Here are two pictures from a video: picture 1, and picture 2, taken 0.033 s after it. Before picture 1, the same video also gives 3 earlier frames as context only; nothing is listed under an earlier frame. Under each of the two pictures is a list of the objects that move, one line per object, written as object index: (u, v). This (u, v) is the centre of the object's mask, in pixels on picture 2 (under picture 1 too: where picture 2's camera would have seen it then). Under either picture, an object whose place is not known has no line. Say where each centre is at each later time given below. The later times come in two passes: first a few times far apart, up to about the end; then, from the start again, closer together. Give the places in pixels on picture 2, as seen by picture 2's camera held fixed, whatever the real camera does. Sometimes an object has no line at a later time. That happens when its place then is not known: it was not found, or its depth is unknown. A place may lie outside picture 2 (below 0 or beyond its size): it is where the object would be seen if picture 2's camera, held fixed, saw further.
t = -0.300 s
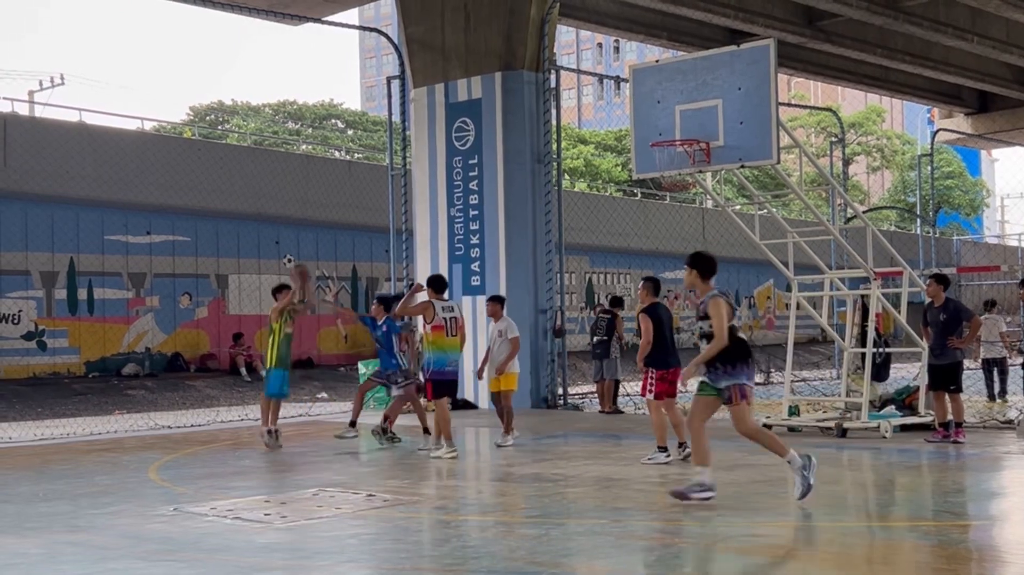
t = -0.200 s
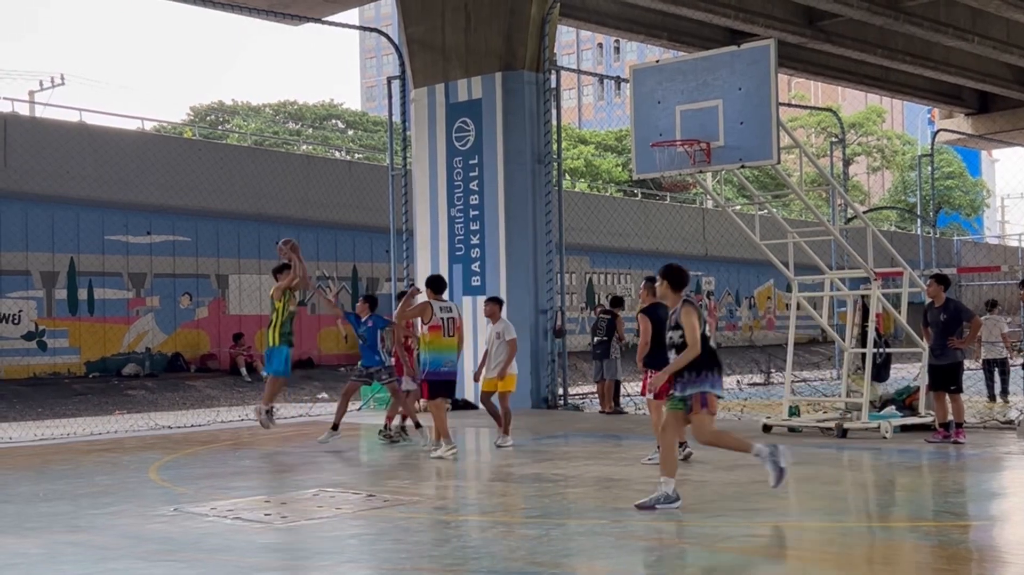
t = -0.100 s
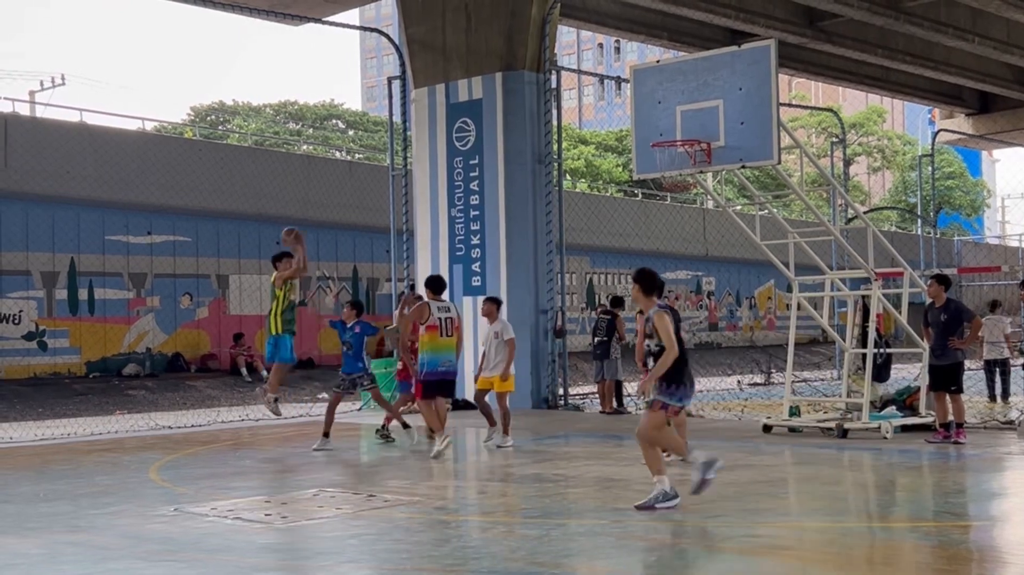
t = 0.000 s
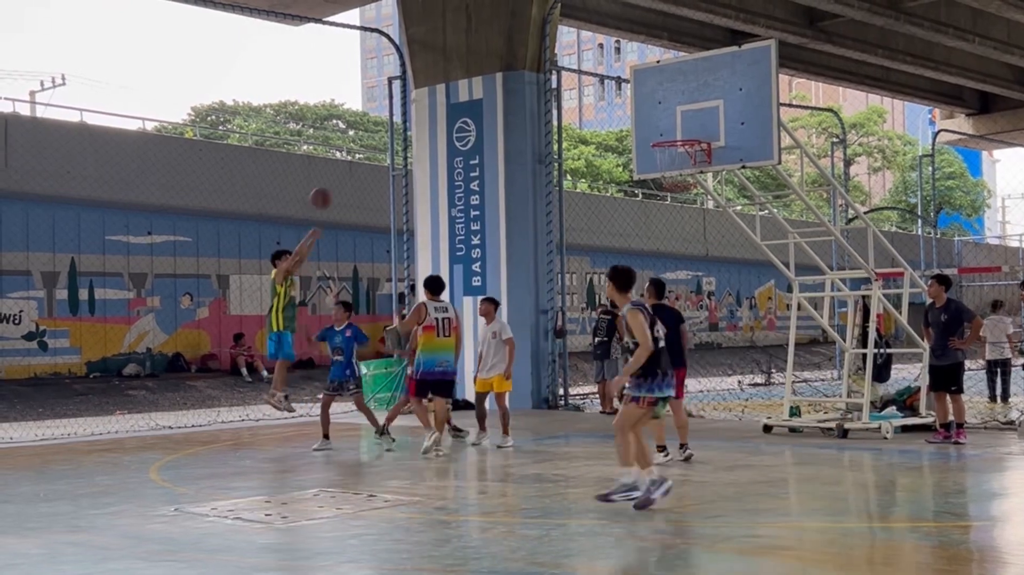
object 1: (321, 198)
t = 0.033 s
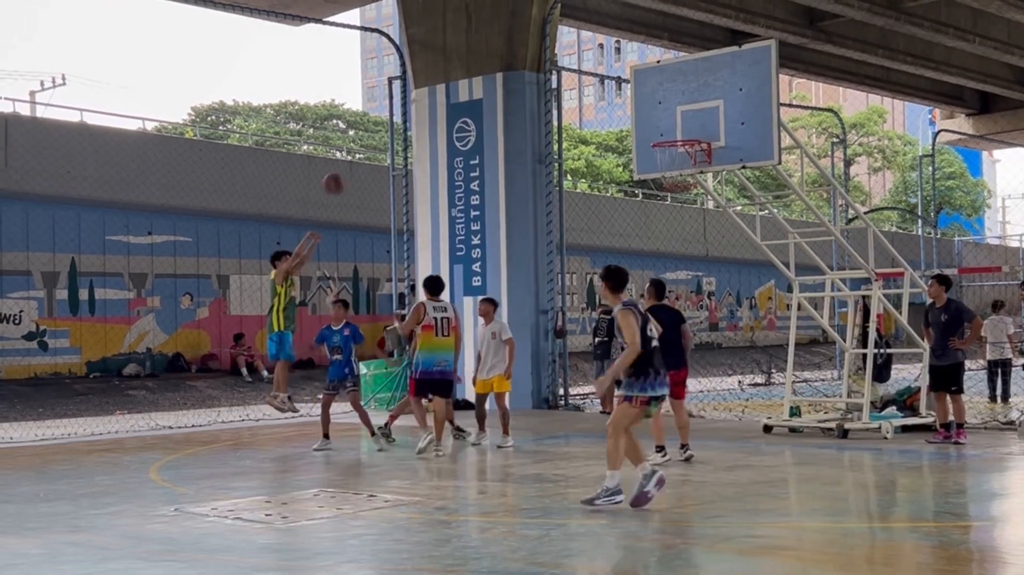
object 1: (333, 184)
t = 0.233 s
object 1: (411, 117)
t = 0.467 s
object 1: (507, 80)
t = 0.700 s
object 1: (607, 96)
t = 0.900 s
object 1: (684, 152)
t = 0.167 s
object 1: (385, 136)
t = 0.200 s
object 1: (398, 125)
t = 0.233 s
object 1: (411, 117)
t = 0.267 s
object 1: (424, 108)
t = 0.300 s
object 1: (437, 101)
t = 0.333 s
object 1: (451, 95)
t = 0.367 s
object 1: (465, 90)
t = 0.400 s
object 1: (478, 86)
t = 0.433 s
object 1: (493, 83)
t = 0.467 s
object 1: (507, 80)
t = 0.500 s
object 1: (521, 80)
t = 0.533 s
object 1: (535, 80)
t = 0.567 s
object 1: (550, 81)
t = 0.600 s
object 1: (563, 83)
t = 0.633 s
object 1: (578, 86)
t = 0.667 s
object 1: (593, 91)
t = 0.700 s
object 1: (607, 96)
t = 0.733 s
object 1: (622, 103)
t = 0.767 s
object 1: (637, 110)
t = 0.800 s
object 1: (653, 119)
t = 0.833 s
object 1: (668, 129)
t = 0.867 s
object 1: (684, 139)
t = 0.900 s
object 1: (684, 152)
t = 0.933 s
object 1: (677, 165)
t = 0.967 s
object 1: (670, 180)
